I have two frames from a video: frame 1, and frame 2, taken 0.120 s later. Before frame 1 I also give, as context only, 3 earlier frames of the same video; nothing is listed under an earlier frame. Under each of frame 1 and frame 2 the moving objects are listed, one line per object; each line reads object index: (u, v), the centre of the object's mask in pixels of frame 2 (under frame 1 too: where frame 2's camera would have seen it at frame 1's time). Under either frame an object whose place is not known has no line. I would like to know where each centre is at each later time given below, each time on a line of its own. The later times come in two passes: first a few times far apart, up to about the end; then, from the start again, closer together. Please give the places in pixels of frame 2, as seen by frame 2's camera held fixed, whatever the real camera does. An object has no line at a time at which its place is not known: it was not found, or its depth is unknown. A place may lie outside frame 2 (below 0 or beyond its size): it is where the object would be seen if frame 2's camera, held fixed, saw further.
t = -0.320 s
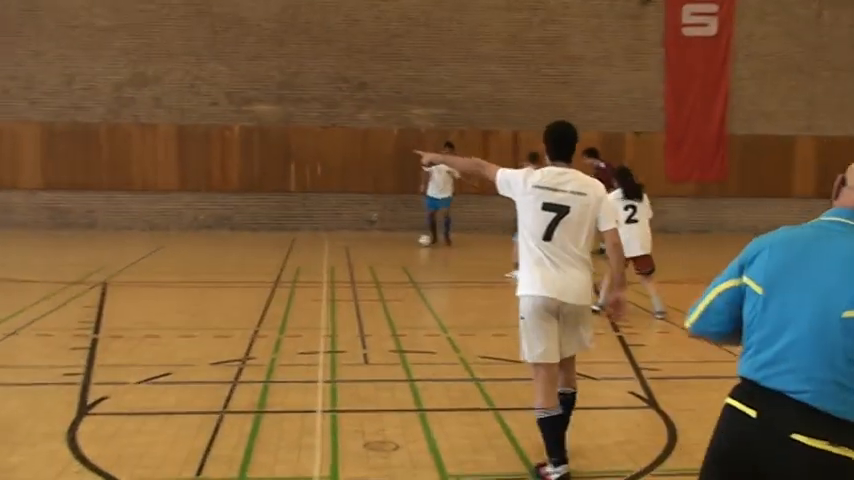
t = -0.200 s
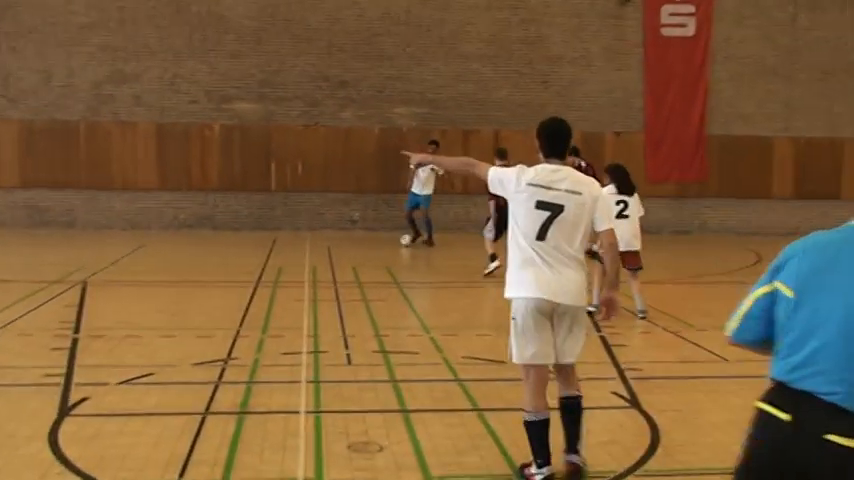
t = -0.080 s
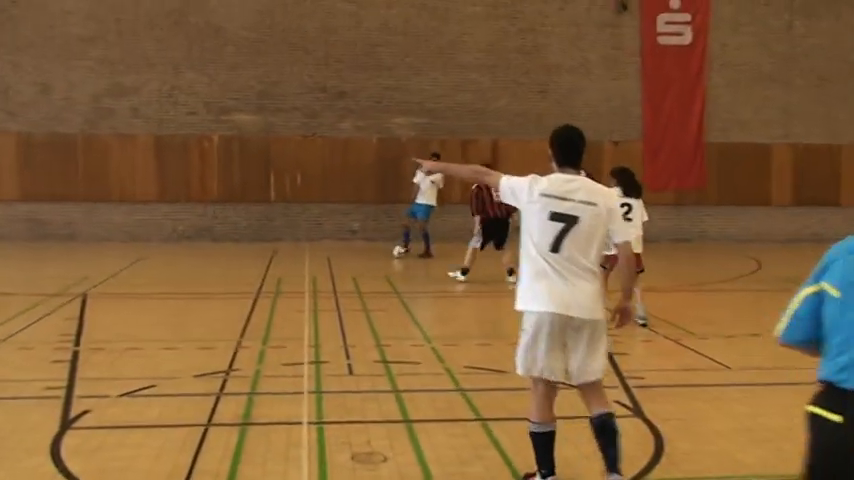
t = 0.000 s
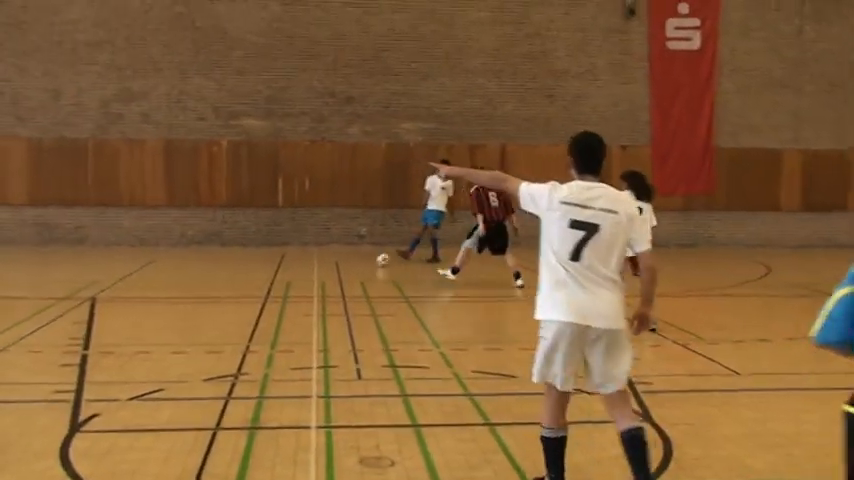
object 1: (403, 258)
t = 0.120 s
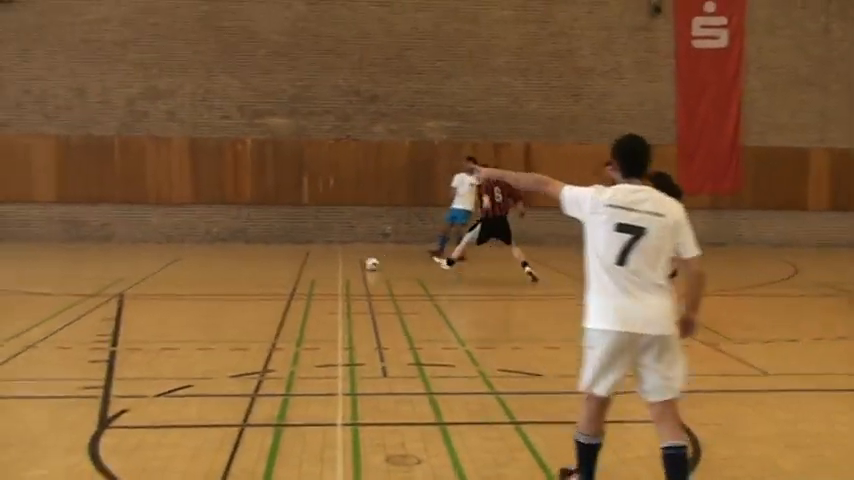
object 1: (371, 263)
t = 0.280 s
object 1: (322, 271)
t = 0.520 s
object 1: (241, 283)
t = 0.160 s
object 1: (359, 264)
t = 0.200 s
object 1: (348, 267)
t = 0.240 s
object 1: (335, 270)
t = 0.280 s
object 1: (322, 271)
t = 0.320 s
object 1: (307, 272)
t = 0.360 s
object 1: (295, 275)
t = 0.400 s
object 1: (282, 277)
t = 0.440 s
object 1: (268, 279)
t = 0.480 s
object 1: (255, 281)
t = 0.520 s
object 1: (241, 283)
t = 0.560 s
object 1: (227, 285)
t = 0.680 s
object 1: (185, 293)
